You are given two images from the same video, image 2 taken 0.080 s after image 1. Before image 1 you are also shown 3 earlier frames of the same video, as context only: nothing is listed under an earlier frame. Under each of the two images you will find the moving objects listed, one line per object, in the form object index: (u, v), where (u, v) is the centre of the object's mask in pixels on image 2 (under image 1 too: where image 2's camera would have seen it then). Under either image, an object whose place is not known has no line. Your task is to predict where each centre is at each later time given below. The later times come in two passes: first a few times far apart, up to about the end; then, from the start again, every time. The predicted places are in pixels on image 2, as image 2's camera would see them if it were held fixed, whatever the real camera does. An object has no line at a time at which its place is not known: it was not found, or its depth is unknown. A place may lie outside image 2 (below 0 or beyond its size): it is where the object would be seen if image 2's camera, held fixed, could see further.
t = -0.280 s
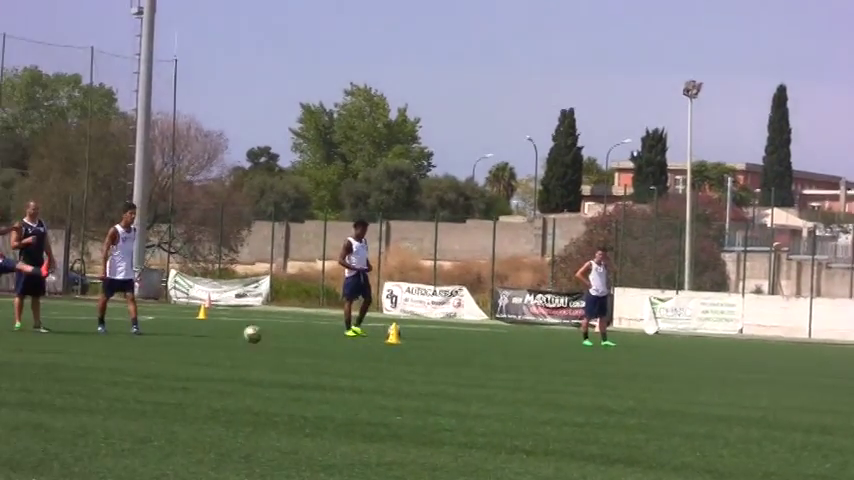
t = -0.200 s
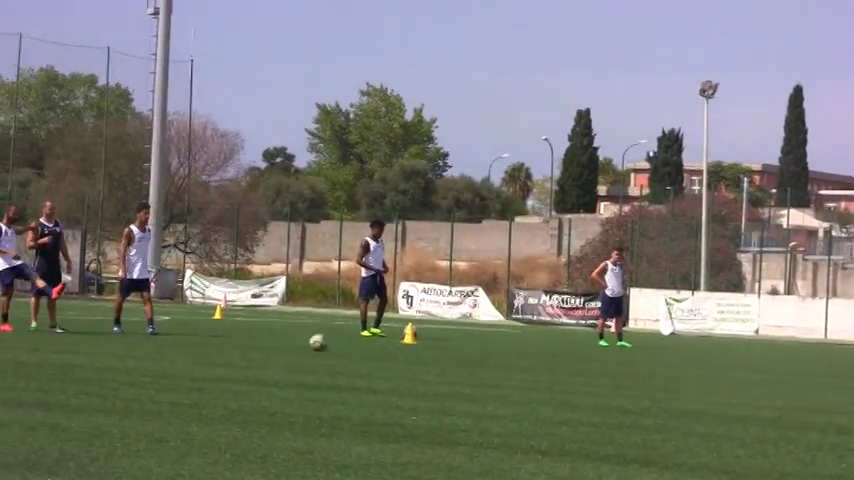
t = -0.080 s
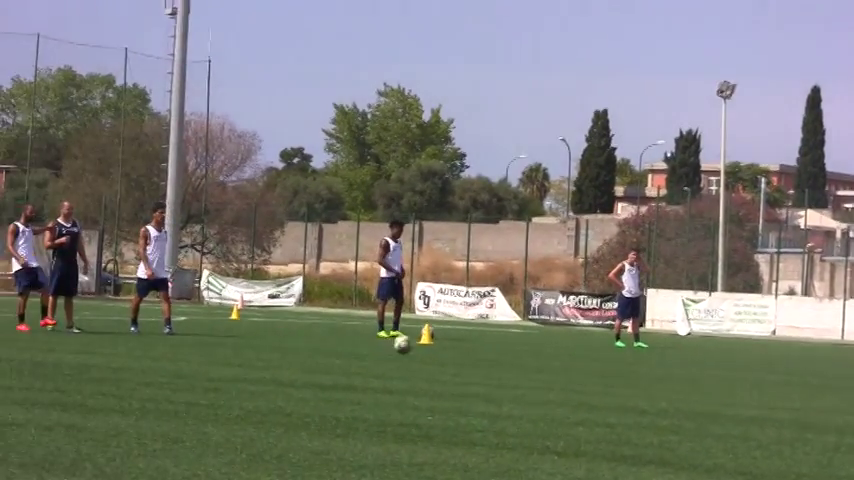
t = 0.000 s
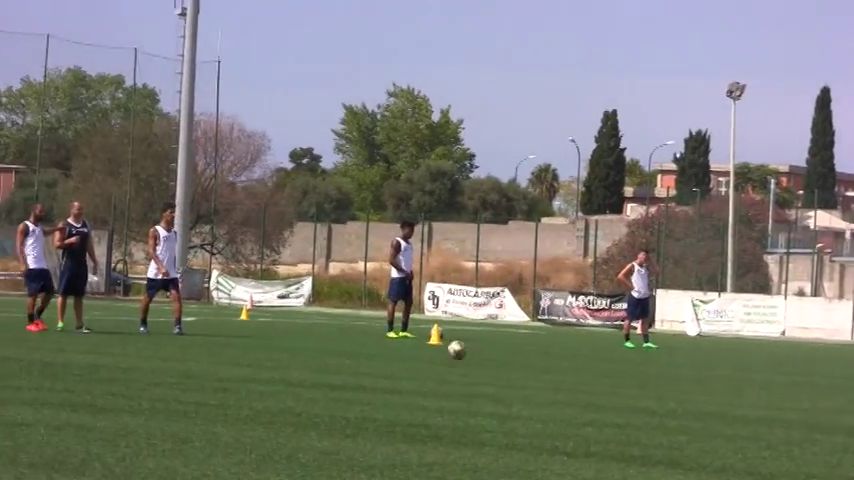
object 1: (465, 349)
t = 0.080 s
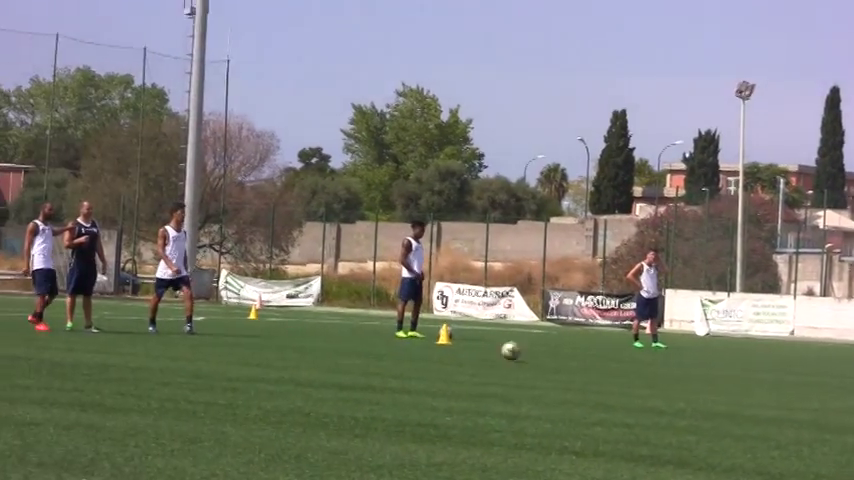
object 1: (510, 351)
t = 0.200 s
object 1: (578, 357)
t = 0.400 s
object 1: (690, 364)
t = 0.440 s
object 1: (711, 365)
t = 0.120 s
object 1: (533, 354)
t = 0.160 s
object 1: (555, 356)
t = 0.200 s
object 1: (578, 357)
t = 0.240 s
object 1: (601, 359)
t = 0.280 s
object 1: (623, 360)
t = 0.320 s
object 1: (645, 361)
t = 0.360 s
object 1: (667, 363)
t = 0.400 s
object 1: (690, 364)
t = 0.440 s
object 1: (711, 365)
